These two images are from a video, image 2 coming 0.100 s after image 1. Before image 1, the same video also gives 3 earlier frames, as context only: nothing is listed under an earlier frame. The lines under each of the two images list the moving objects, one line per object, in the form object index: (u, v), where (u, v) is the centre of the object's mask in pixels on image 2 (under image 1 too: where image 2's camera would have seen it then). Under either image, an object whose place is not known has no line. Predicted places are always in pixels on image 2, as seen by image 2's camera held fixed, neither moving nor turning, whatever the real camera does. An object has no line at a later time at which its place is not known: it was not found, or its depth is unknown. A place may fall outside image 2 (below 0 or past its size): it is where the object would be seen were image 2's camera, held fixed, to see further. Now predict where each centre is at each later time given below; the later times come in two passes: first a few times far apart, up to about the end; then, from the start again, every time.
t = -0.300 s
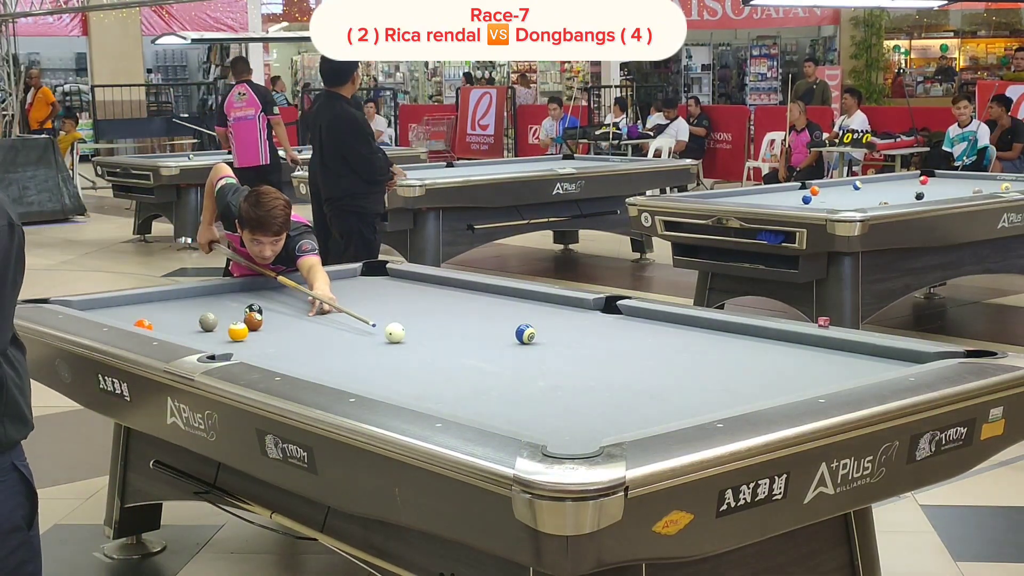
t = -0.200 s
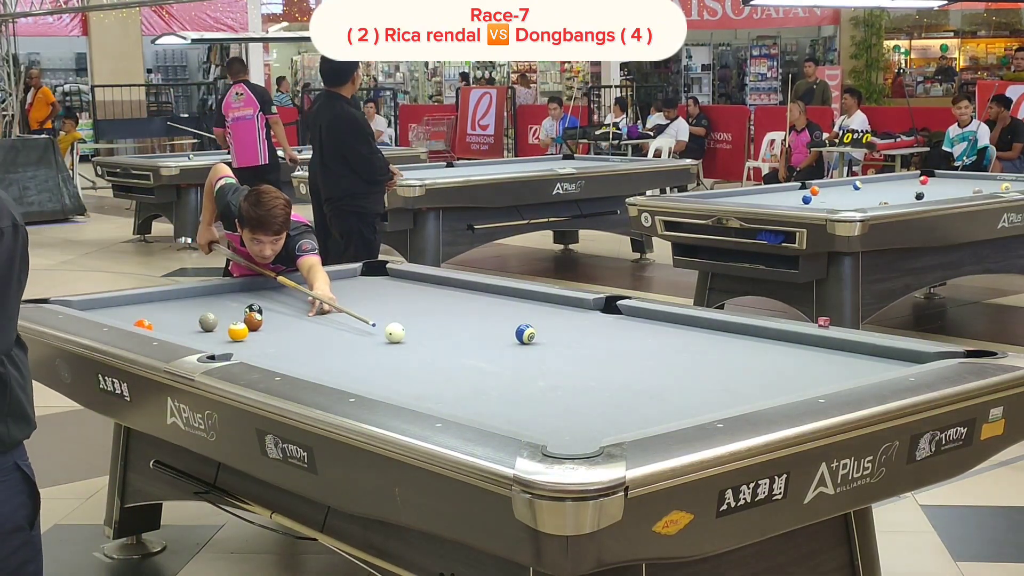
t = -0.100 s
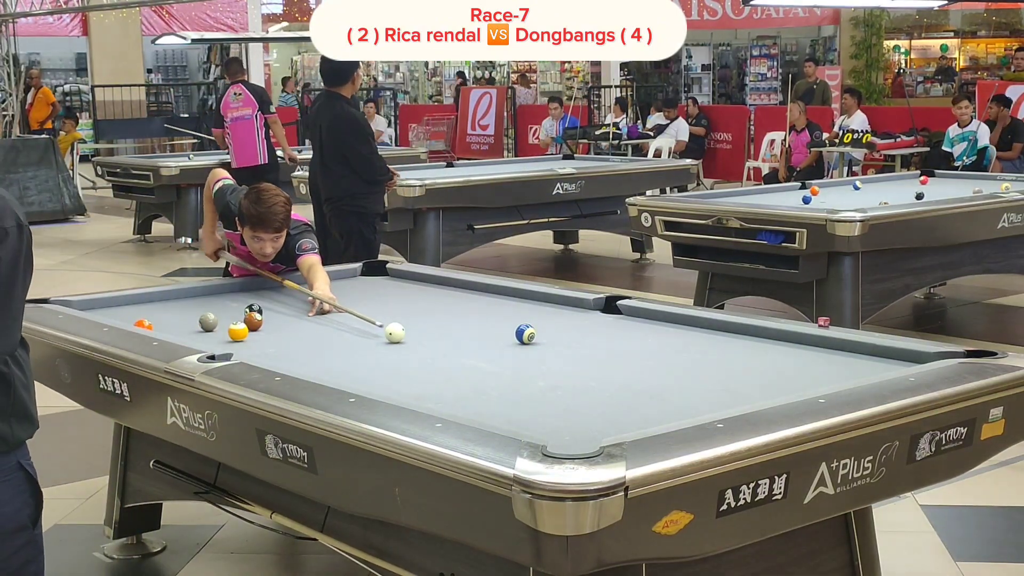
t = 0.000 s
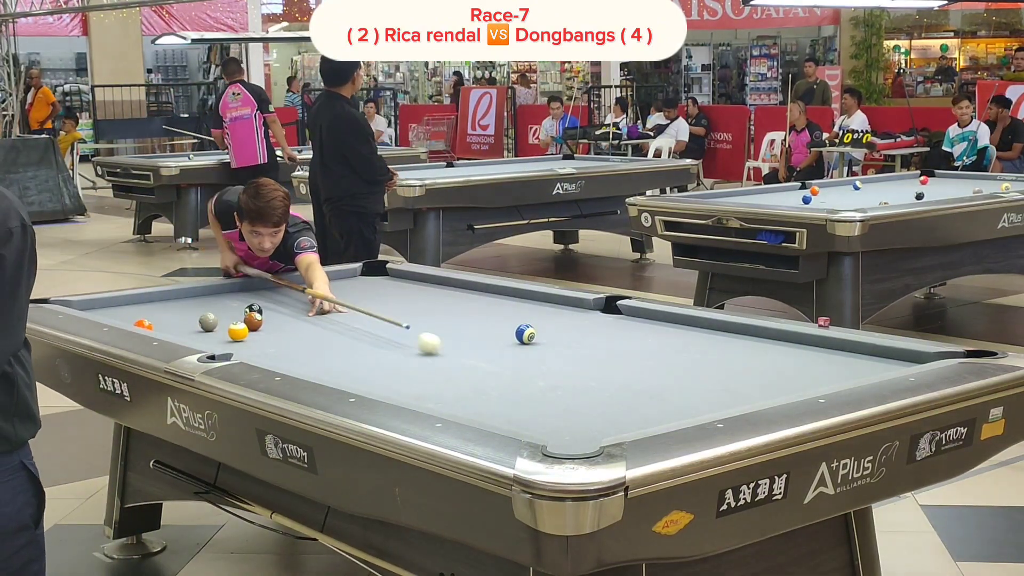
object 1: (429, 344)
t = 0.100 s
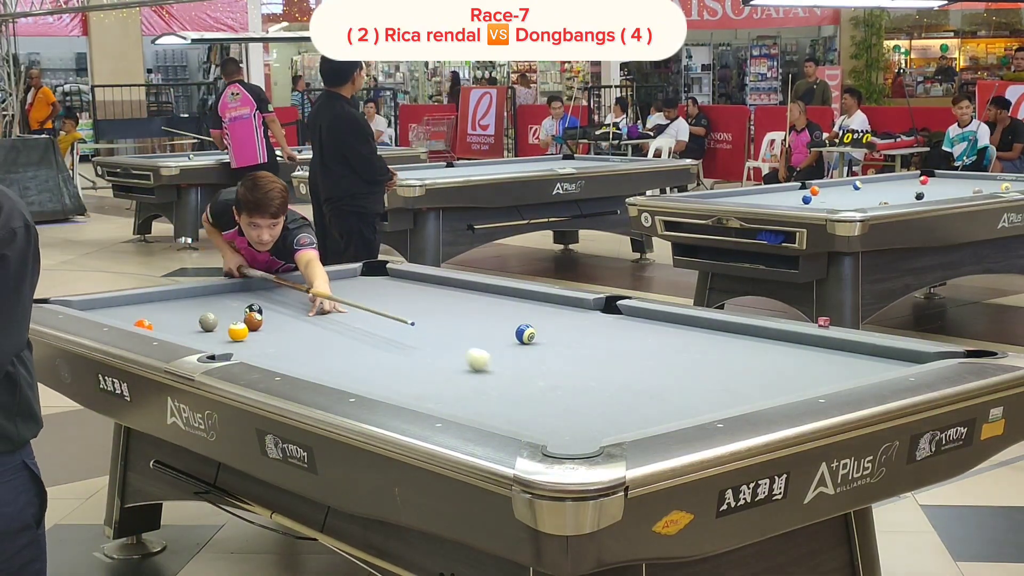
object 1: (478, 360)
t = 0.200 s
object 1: (532, 377)
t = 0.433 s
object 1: (665, 417)
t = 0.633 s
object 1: (544, 402)
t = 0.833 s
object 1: (454, 387)
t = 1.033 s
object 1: (375, 373)
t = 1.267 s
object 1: (294, 359)
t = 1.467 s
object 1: (232, 347)
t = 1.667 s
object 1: (187, 335)
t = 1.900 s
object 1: (165, 326)
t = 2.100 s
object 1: (177, 319)
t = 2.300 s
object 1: (188, 312)
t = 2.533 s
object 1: (199, 304)
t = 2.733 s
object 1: (208, 298)
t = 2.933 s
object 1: (216, 292)
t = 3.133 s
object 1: (225, 287)
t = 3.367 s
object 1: (251, 287)
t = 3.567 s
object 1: (273, 286)
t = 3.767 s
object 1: (293, 286)
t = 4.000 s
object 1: (316, 286)
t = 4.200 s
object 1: (334, 285)
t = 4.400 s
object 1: (352, 285)
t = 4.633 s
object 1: (371, 285)
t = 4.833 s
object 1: (386, 284)
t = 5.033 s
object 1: (400, 284)
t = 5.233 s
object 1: (413, 284)
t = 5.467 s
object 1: (428, 284)
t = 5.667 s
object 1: (439, 283)
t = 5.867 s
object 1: (449, 283)
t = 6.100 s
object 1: (457, 283)
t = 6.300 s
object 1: (456, 284)
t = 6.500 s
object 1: (455, 284)
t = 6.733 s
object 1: (455, 285)
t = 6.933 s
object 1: (454, 285)
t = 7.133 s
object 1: (454, 285)
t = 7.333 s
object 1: (455, 285)
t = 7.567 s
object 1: (455, 285)
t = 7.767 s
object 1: (455, 285)
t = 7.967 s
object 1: (455, 285)
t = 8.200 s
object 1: (455, 285)
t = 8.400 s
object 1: (455, 285)
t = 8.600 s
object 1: (455, 285)
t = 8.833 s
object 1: (455, 285)
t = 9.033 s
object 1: (455, 285)
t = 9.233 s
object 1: (454, 285)
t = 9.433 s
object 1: (454, 285)
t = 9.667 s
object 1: (455, 285)
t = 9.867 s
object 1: (455, 285)
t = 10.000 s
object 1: (455, 285)
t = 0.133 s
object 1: (495, 365)
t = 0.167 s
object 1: (513, 371)
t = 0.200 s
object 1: (532, 377)
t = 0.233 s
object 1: (551, 384)
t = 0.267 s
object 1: (572, 390)
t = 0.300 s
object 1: (593, 398)
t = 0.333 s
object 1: (615, 405)
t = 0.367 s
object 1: (639, 413)
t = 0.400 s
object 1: (660, 416)
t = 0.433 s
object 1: (665, 417)
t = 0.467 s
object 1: (642, 417)
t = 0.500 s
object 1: (620, 415)
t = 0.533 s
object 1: (599, 411)
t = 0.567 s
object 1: (579, 408)
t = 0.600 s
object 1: (561, 405)
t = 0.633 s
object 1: (544, 402)
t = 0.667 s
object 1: (527, 399)
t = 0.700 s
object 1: (512, 397)
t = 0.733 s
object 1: (498, 394)
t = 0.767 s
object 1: (483, 391)
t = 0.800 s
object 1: (468, 389)
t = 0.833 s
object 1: (454, 387)
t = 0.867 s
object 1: (440, 384)
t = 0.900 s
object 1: (426, 382)
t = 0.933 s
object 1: (414, 380)
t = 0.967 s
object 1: (400, 378)
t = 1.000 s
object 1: (388, 376)
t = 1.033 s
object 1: (375, 373)
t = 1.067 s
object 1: (363, 371)
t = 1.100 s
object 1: (350, 369)
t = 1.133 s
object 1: (338, 367)
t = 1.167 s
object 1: (327, 365)
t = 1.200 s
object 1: (316, 363)
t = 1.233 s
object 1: (304, 361)
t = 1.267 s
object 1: (294, 359)
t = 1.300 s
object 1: (282, 356)
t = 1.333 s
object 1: (272, 354)
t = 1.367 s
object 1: (261, 352)
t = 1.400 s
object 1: (250, 350)
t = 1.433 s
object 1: (241, 349)
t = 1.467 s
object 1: (232, 347)
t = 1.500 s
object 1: (221, 344)
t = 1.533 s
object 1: (212, 342)
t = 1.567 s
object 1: (203, 340)
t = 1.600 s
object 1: (196, 338)
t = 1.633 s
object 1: (191, 336)
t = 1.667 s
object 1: (187, 335)
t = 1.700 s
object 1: (182, 333)
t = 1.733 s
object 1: (177, 332)
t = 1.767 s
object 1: (173, 330)
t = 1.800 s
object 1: (168, 329)
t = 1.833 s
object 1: (164, 327)
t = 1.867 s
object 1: (163, 326)
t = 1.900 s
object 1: (165, 326)
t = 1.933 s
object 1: (168, 326)
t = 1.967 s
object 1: (169, 325)
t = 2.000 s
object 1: (171, 323)
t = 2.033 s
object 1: (173, 322)
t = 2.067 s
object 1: (175, 321)
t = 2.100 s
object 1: (177, 319)
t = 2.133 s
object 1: (179, 318)
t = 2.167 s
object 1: (181, 317)
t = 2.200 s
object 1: (182, 316)
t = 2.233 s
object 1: (184, 314)
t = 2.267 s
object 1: (186, 313)
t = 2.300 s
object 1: (188, 312)
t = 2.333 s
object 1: (189, 311)
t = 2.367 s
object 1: (191, 310)
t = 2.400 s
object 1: (192, 308)
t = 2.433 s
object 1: (194, 307)
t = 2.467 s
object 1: (196, 306)
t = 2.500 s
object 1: (197, 305)
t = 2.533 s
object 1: (199, 304)
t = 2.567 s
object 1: (200, 303)
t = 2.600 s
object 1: (202, 302)
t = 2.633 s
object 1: (203, 301)
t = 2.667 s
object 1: (205, 300)
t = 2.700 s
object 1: (206, 299)
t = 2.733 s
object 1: (208, 298)
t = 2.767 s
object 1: (209, 297)
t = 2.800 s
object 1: (210, 296)
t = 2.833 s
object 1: (212, 295)
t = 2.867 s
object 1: (213, 294)
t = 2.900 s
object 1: (214, 293)
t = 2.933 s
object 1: (216, 292)
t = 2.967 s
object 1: (217, 291)
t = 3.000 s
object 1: (218, 290)
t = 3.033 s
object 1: (220, 289)
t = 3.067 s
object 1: (221, 288)
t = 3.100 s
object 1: (222, 288)
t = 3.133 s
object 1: (225, 287)
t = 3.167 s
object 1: (229, 287)
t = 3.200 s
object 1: (233, 287)
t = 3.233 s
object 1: (237, 287)
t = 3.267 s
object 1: (240, 287)
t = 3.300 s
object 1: (244, 287)
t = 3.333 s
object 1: (247, 287)
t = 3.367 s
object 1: (251, 287)
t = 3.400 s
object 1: (255, 287)
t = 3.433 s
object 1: (259, 287)
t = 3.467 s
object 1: (262, 287)
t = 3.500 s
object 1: (266, 287)
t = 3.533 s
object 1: (269, 286)
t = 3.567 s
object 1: (273, 286)
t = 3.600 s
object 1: (276, 286)
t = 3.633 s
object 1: (280, 286)
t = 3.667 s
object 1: (283, 286)
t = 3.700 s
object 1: (286, 286)
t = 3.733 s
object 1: (290, 286)
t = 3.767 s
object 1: (293, 286)
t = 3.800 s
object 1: (297, 286)
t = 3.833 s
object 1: (300, 286)
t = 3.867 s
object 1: (303, 286)
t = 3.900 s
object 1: (307, 286)
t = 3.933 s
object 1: (310, 286)
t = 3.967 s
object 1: (313, 286)
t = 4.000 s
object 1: (316, 286)
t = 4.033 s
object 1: (319, 286)
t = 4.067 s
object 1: (322, 285)
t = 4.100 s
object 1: (325, 285)
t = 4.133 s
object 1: (328, 285)
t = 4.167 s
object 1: (331, 285)
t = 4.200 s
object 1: (334, 285)
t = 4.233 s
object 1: (337, 285)
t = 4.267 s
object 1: (340, 285)
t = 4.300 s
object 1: (343, 285)
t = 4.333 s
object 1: (346, 285)
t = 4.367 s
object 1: (349, 285)
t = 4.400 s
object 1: (352, 285)
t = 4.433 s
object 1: (355, 285)
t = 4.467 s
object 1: (357, 285)
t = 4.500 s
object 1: (360, 285)
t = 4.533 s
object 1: (363, 285)
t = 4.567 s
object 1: (366, 285)
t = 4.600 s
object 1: (368, 285)
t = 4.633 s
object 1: (371, 285)
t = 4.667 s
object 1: (373, 285)
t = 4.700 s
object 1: (376, 285)
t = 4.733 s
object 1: (379, 285)
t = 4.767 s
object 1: (381, 285)
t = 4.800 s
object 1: (383, 284)
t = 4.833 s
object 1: (386, 284)
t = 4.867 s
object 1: (389, 284)
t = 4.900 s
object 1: (391, 284)
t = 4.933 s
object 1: (393, 284)
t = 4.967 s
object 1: (395, 284)
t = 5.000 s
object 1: (397, 284)
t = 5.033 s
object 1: (400, 284)
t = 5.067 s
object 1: (402, 284)
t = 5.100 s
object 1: (405, 284)
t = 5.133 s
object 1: (407, 284)
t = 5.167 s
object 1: (409, 284)
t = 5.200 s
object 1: (411, 284)
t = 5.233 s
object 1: (413, 284)
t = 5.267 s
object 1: (415, 284)
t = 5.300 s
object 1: (417, 284)
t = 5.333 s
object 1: (419, 284)
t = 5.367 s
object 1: (422, 283)
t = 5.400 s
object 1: (423, 284)
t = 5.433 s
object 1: (426, 284)
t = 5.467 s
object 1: (428, 284)
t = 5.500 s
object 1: (430, 283)
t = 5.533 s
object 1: (431, 284)
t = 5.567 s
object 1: (433, 283)
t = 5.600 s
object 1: (435, 283)
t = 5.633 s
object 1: (437, 283)
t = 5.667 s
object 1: (439, 283)
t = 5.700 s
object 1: (441, 283)
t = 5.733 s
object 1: (442, 283)
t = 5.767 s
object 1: (444, 283)
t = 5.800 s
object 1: (446, 283)
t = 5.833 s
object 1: (447, 283)
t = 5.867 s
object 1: (449, 283)
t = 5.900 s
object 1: (451, 283)
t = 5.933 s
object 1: (452, 283)
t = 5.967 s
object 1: (454, 283)
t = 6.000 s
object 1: (455, 283)
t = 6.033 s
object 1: (457, 283)
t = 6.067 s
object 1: (457, 283)
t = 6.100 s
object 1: (457, 283)
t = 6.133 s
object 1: (457, 283)
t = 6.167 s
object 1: (457, 283)
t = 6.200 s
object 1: (457, 284)
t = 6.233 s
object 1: (457, 284)
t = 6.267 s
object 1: (456, 284)
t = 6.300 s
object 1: (456, 284)
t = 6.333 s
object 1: (456, 284)
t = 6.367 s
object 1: (456, 284)
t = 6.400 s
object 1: (456, 284)
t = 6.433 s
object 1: (456, 284)
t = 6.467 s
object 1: (455, 284)
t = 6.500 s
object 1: (455, 284)
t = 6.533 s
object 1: (455, 285)
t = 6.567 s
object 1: (455, 285)
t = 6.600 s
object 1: (455, 285)
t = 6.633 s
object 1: (455, 285)
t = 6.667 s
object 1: (455, 285)
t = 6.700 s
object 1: (455, 285)
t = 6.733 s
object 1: (455, 285)
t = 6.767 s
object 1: (455, 285)
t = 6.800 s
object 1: (454, 285)
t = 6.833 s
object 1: (455, 285)
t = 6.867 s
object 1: (454, 285)
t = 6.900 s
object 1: (454, 285)
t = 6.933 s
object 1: (454, 285)
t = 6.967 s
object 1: (454, 285)
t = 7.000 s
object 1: (454, 285)
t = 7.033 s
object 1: (454, 285)
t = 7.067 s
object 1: (454, 285)
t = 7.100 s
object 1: (454, 285)
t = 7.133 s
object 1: (454, 285)
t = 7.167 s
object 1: (455, 285)
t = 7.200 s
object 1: (455, 285)
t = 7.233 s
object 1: (455, 285)
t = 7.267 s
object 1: (455, 285)
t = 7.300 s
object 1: (455, 285)
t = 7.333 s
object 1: (455, 285)
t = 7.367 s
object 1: (455, 285)
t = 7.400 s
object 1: (455, 285)
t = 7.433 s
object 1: (455, 285)
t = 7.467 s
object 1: (455, 285)
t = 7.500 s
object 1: (455, 285)
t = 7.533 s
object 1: (455, 285)
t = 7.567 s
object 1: (455, 285)
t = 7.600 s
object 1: (455, 285)
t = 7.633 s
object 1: (455, 285)
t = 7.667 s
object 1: (455, 285)
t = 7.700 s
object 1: (455, 285)
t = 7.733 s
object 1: (455, 285)
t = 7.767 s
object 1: (455, 285)
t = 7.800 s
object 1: (455, 285)
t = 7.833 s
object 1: (455, 285)
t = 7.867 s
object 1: (455, 285)
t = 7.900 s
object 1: (455, 285)
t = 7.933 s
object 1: (455, 285)
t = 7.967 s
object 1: (455, 285)
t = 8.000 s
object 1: (455, 285)
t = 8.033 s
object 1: (455, 285)
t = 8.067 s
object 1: (455, 285)
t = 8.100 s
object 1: (455, 285)
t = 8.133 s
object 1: (455, 285)
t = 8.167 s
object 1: (455, 285)
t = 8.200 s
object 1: (455, 285)
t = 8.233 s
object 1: (455, 285)
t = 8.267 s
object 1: (455, 285)
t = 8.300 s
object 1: (455, 285)
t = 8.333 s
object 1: (455, 285)
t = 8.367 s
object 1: (455, 285)
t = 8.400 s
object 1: (455, 285)
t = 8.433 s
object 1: (454, 285)
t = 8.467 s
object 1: (455, 285)
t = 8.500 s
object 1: (455, 285)
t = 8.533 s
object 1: (455, 285)
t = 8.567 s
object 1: (455, 285)
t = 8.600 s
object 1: (455, 285)
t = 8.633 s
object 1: (455, 285)
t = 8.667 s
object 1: (455, 285)
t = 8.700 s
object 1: (455, 285)
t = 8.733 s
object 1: (455, 285)
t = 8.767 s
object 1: (455, 285)
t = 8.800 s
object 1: (455, 285)
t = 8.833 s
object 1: (455, 285)
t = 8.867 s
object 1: (455, 285)
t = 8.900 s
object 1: (455, 285)
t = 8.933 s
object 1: (455, 285)
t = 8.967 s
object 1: (455, 285)
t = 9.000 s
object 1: (455, 285)
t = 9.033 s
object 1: (455, 285)
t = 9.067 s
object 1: (455, 285)
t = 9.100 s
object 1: (455, 285)
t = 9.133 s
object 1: (455, 285)
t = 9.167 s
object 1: (455, 285)
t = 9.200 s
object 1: (455, 285)
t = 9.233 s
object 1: (454, 285)
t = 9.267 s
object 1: (454, 285)
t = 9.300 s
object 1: (454, 285)
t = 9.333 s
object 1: (454, 285)
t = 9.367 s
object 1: (454, 285)
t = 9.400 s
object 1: (455, 285)
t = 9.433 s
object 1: (454, 285)
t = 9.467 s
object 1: (454, 285)
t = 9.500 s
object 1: (455, 285)
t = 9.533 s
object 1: (455, 285)
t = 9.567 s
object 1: (455, 285)
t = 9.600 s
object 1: (455, 285)
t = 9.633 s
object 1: (455, 285)
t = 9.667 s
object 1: (455, 285)
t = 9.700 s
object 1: (455, 285)
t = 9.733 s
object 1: (455, 285)
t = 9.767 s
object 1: (455, 285)
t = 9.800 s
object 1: (455, 285)
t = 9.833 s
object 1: (455, 285)
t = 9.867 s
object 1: (455, 285)
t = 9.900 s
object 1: (455, 285)
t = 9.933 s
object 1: (455, 285)
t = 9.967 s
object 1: (455, 285)
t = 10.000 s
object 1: (455, 285)
